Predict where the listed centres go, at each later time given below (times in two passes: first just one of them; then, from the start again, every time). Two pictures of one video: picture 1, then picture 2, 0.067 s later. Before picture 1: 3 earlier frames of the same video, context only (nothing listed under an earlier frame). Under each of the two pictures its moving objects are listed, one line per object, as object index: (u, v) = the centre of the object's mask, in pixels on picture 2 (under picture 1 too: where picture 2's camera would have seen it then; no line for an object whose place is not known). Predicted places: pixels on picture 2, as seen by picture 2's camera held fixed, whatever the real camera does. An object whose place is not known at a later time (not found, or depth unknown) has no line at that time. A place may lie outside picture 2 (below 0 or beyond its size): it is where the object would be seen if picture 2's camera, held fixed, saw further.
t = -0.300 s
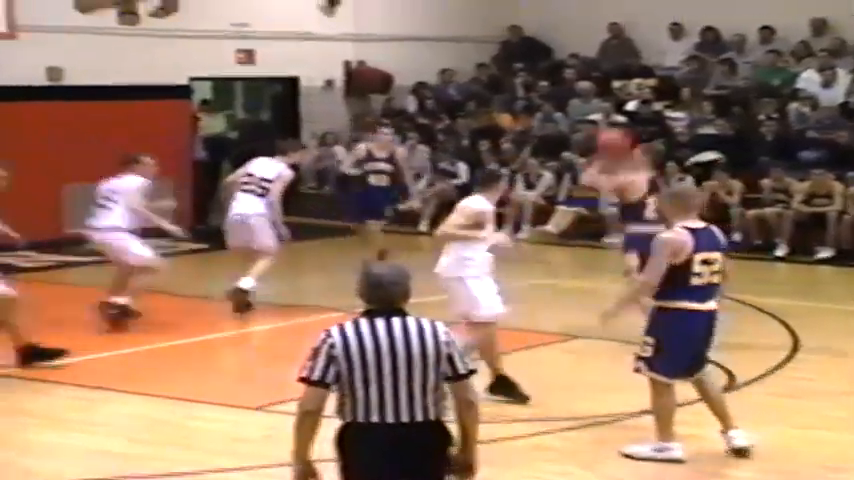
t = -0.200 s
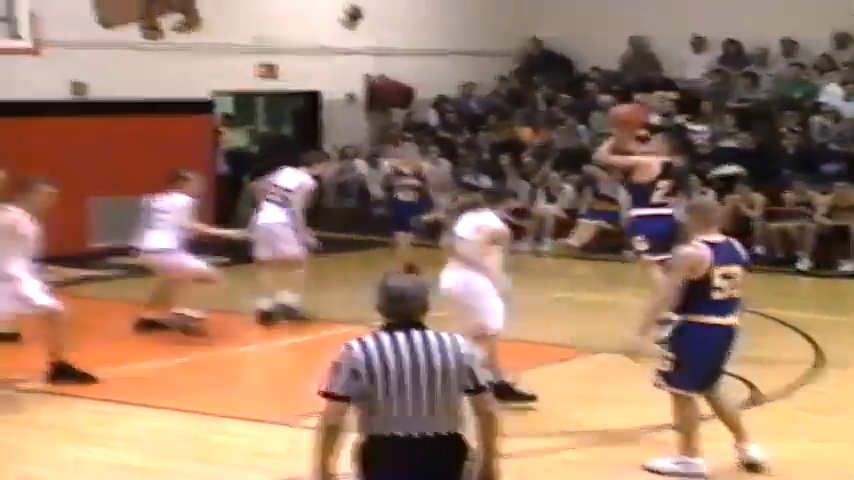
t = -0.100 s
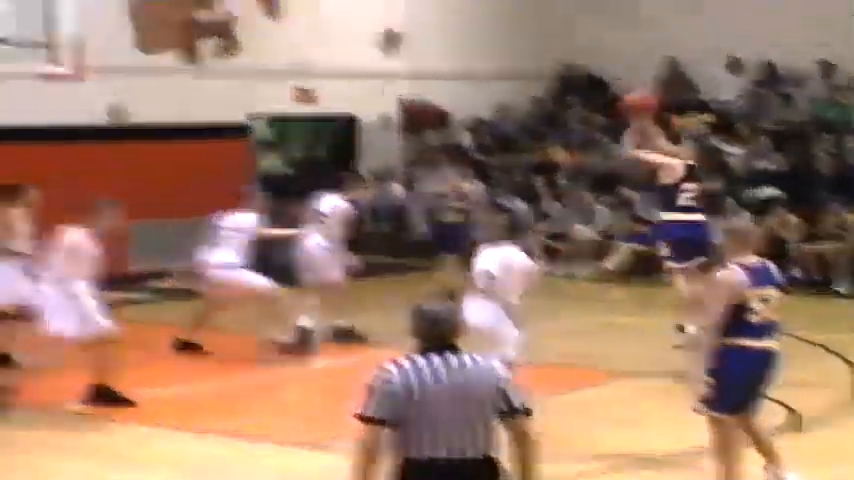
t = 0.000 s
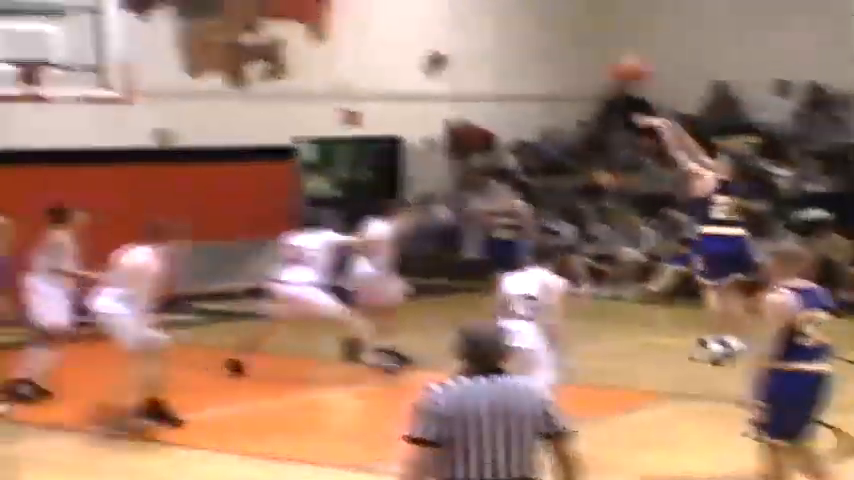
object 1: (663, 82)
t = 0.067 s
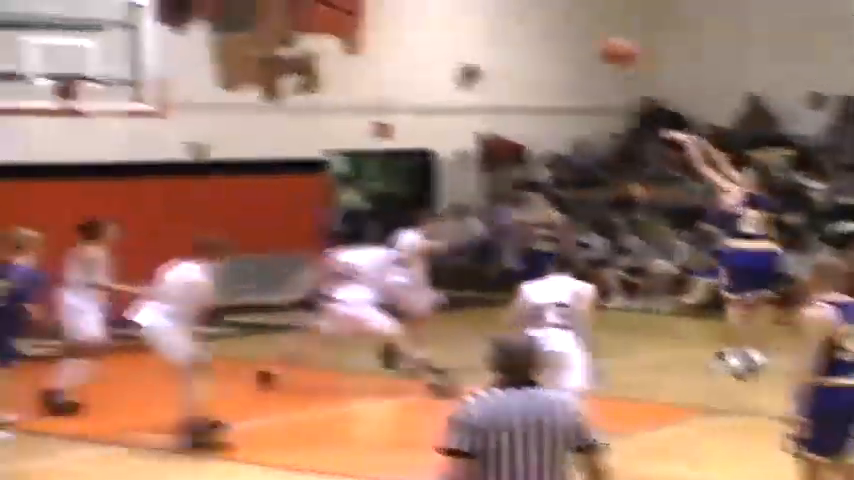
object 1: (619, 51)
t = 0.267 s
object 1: (489, -15)
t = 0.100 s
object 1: (597, 38)
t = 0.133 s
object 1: (575, 26)
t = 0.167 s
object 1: (552, 13)
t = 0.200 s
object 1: (533, 3)
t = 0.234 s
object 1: (510, -7)
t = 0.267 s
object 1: (489, -15)
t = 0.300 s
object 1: (467, -23)
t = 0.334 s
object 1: (445, -31)
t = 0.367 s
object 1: (427, -33)
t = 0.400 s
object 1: (404, -38)
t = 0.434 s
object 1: (384, -41)
